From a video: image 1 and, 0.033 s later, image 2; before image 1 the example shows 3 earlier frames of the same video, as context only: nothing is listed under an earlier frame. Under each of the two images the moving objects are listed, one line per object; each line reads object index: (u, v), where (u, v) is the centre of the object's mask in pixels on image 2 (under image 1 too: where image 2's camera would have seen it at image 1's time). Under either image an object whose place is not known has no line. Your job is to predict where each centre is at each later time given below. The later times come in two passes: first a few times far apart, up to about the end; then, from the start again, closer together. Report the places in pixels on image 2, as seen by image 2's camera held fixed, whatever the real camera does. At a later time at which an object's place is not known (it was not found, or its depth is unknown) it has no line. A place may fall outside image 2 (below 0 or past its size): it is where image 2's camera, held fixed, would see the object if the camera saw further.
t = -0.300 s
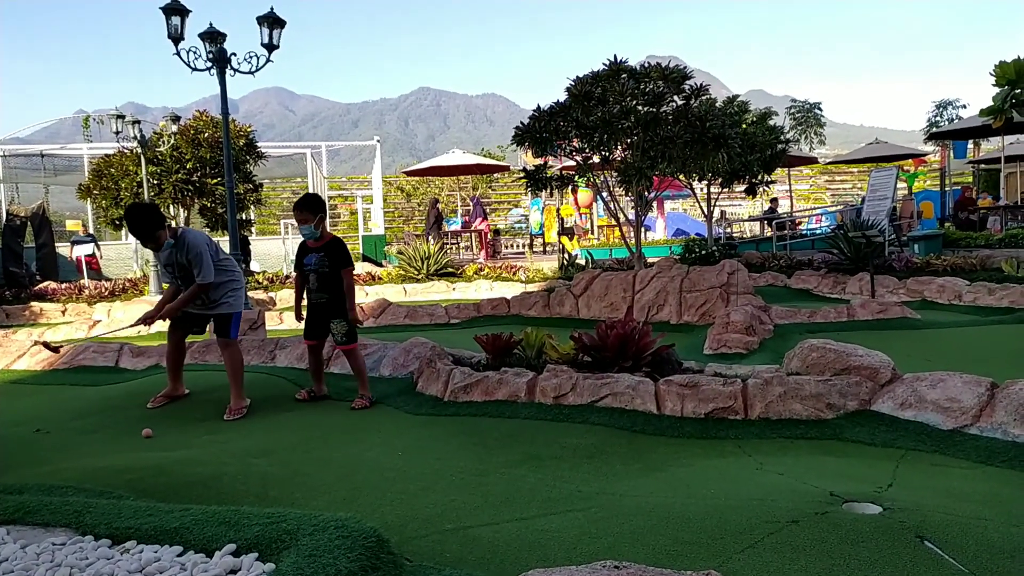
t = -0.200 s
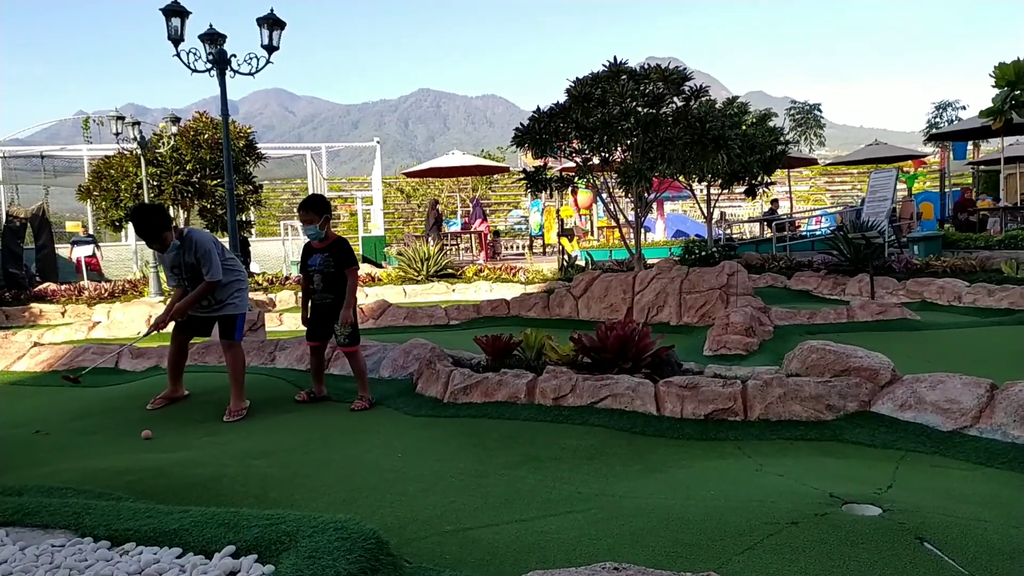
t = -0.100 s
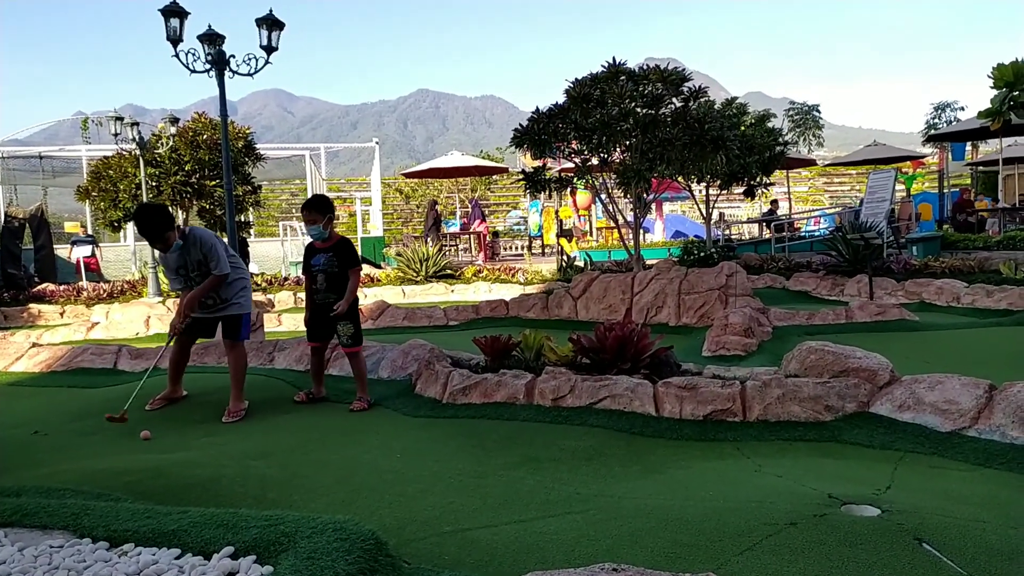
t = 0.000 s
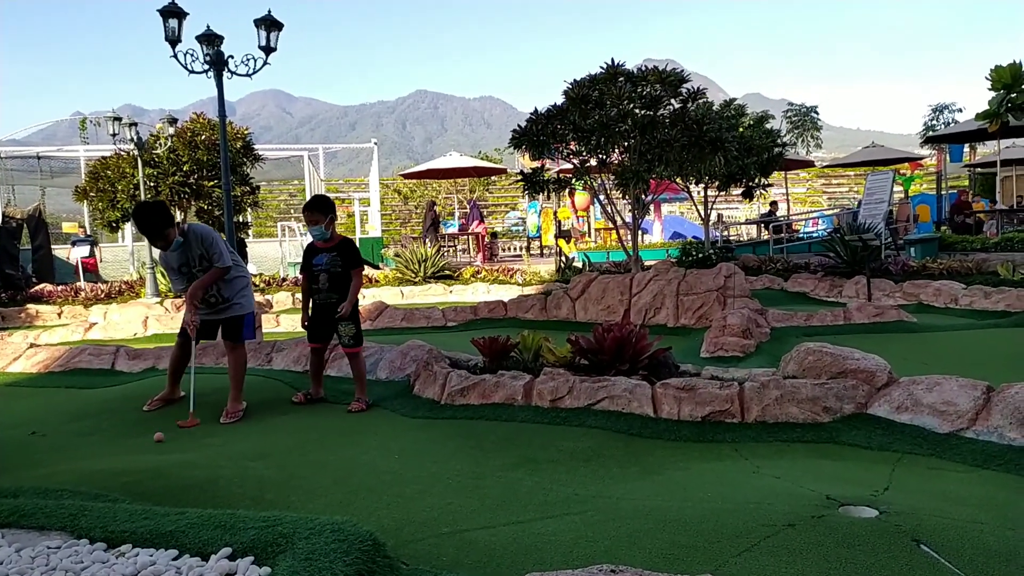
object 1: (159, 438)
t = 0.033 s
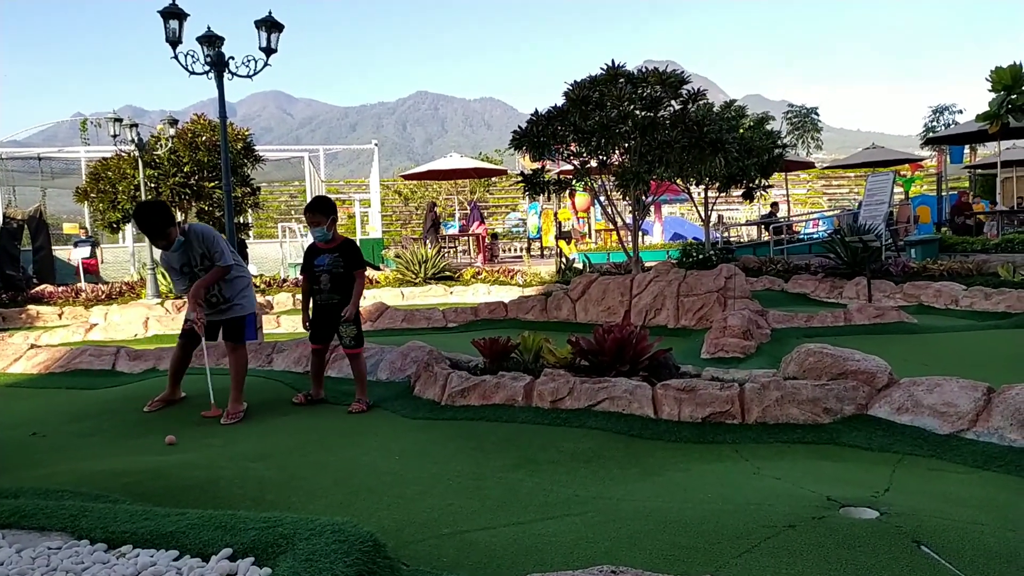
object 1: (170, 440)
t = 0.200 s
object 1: (226, 445)
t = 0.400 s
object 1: (296, 451)
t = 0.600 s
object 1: (371, 457)
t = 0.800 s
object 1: (447, 464)
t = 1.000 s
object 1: (525, 473)
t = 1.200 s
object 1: (607, 485)
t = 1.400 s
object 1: (693, 490)
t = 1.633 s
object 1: (789, 492)
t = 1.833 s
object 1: (867, 498)
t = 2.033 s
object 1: (940, 510)
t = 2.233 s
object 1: (1023, 526)
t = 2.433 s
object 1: (1117, 543)
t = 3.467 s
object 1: (1313, 535)
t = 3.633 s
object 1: (1263, 520)
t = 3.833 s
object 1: (1213, 504)
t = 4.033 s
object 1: (1165, 500)
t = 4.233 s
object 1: (1123, 496)
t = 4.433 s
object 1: (1083, 493)
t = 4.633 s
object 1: (1051, 488)
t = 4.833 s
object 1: (1025, 483)
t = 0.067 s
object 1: (181, 441)
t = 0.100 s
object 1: (192, 442)
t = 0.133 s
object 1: (203, 443)
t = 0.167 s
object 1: (220, 444)
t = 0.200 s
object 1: (226, 445)
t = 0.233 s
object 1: (237, 445)
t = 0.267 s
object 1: (249, 446)
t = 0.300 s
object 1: (261, 447)
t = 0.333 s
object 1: (272, 448)
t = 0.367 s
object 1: (284, 450)
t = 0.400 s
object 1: (296, 451)
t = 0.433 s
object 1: (308, 452)
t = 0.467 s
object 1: (321, 453)
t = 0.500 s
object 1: (333, 454)
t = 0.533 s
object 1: (346, 455)
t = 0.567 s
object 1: (358, 456)
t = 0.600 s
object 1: (371, 457)
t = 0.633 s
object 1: (383, 459)
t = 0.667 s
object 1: (396, 460)
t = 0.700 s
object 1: (409, 461)
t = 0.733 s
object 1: (422, 462)
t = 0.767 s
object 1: (434, 463)
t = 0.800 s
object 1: (447, 464)
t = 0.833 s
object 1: (460, 465)
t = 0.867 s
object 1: (473, 466)
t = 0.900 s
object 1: (485, 468)
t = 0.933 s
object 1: (499, 469)
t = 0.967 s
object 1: (512, 471)
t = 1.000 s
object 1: (525, 473)
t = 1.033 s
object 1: (538, 474)
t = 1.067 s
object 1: (552, 476)
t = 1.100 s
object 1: (565, 479)
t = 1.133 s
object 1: (579, 481)
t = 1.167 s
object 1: (593, 483)
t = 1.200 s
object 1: (607, 485)
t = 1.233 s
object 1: (621, 487)
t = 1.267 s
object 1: (636, 488)
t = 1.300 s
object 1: (650, 488)
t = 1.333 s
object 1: (665, 489)
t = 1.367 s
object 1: (679, 490)
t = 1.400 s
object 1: (693, 490)
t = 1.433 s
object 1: (708, 491)
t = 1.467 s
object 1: (721, 491)
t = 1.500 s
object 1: (735, 491)
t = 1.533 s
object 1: (749, 491)
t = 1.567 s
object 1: (763, 492)
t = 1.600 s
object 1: (776, 492)
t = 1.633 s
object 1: (789, 492)
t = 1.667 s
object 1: (803, 493)
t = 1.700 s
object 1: (816, 493)
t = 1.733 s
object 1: (829, 493)
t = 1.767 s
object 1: (841, 495)
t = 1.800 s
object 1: (854, 496)
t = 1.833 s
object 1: (867, 498)
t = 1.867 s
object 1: (879, 496)
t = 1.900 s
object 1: (891, 498)
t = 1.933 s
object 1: (903, 502)
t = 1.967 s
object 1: (915, 504)
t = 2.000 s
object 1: (927, 507)
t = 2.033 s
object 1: (940, 510)
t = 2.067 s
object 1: (953, 512)
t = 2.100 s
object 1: (967, 515)
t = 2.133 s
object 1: (980, 517)
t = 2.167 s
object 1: (994, 520)
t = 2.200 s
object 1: (1008, 523)
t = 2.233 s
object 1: (1023, 526)
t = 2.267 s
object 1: (1038, 529)
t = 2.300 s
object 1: (1053, 531)
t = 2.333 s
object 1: (1068, 534)
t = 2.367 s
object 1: (1084, 537)
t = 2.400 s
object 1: (1101, 540)
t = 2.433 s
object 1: (1117, 543)
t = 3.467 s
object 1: (1313, 535)
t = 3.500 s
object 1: (1302, 532)
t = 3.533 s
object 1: (1291, 529)
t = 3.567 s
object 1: (1281, 526)
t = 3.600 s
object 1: (1272, 523)
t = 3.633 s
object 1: (1263, 520)
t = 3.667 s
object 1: (1254, 517)
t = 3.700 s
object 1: (1245, 514)
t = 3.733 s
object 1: (1237, 511)
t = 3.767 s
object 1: (1229, 508)
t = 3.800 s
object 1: (1221, 506)
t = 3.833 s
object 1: (1213, 504)
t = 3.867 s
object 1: (1204, 503)
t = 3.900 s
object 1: (1196, 502)
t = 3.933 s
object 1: (1189, 502)
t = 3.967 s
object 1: (1181, 502)
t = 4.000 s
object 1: (1173, 501)
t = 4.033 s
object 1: (1165, 500)
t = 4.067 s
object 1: (1158, 500)
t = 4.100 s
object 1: (1150, 499)
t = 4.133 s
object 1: (1143, 498)
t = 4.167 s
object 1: (1136, 498)
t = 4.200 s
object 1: (1130, 497)
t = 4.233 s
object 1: (1123, 496)
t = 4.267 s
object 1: (1116, 496)
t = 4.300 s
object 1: (1109, 495)
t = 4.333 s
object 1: (1102, 495)
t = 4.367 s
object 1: (1096, 494)
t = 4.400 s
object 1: (1090, 493)
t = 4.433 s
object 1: (1083, 493)
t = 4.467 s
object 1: (1078, 492)
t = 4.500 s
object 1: (1071, 491)
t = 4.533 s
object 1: (1066, 490)
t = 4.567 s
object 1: (1061, 489)
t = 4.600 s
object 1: (1056, 488)
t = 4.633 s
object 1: (1051, 488)
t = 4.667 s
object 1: (1046, 487)
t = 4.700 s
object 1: (1042, 486)
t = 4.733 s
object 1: (1037, 485)
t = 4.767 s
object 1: (1033, 484)
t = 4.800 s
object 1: (1029, 484)
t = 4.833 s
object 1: (1025, 483)
